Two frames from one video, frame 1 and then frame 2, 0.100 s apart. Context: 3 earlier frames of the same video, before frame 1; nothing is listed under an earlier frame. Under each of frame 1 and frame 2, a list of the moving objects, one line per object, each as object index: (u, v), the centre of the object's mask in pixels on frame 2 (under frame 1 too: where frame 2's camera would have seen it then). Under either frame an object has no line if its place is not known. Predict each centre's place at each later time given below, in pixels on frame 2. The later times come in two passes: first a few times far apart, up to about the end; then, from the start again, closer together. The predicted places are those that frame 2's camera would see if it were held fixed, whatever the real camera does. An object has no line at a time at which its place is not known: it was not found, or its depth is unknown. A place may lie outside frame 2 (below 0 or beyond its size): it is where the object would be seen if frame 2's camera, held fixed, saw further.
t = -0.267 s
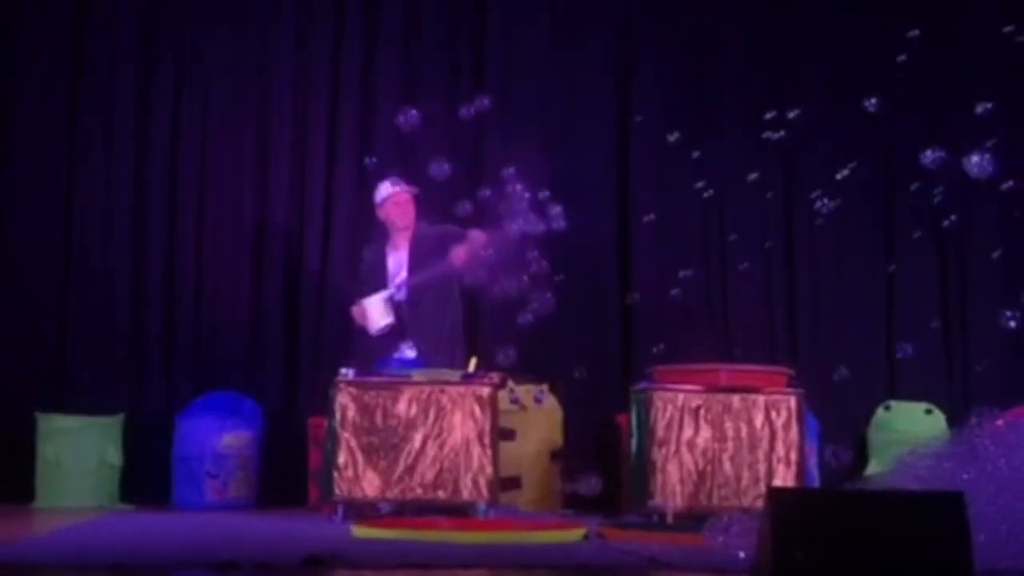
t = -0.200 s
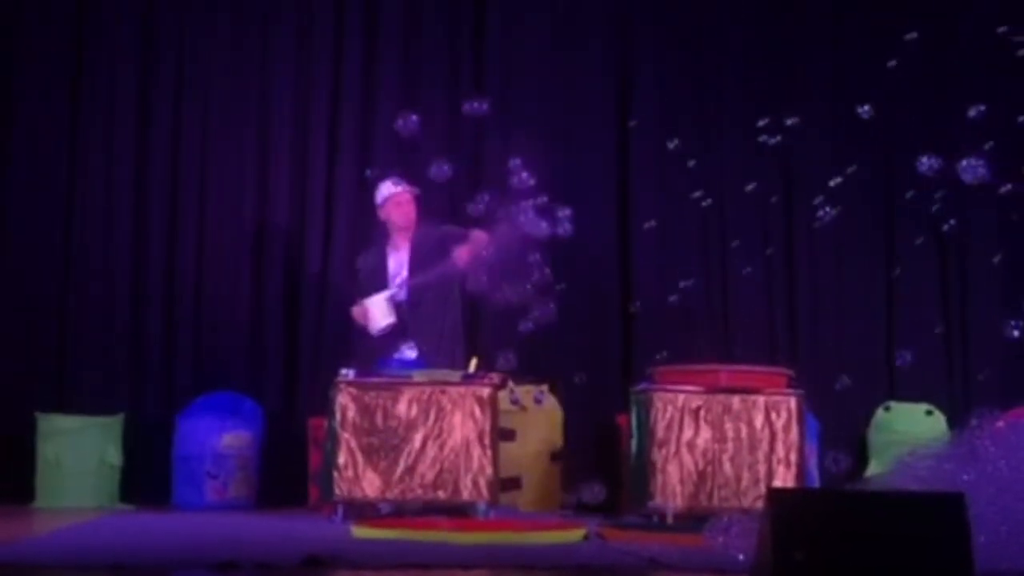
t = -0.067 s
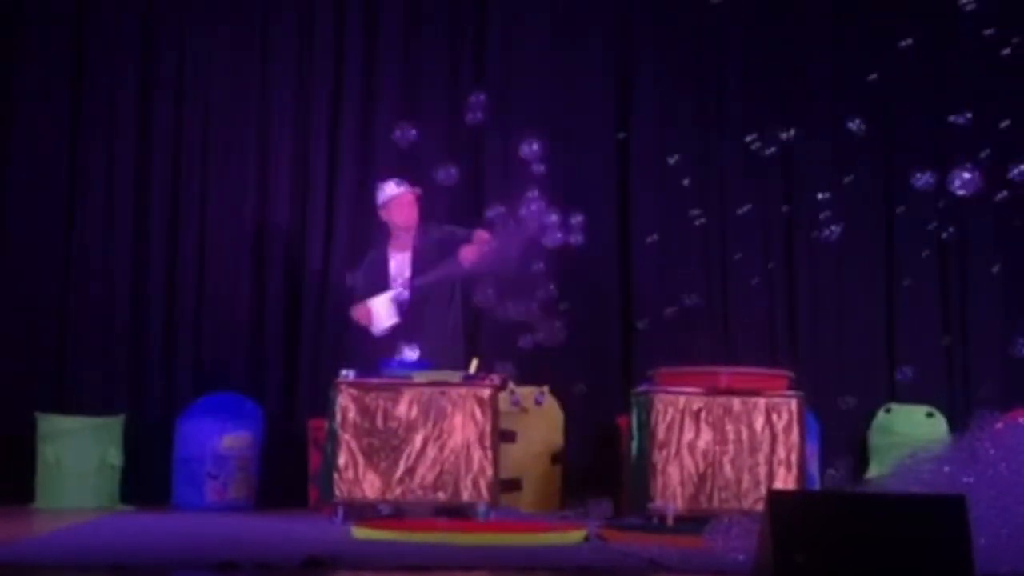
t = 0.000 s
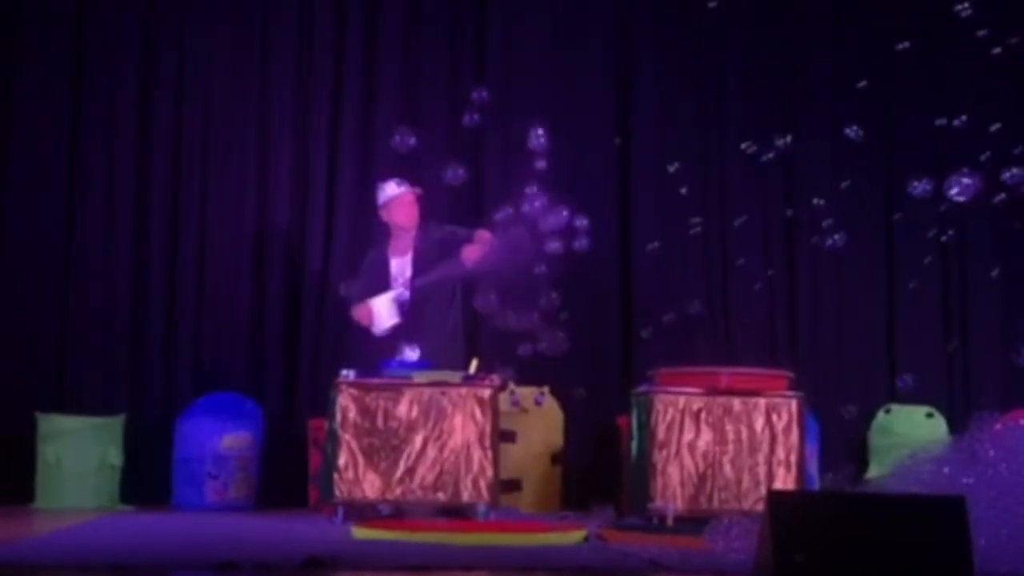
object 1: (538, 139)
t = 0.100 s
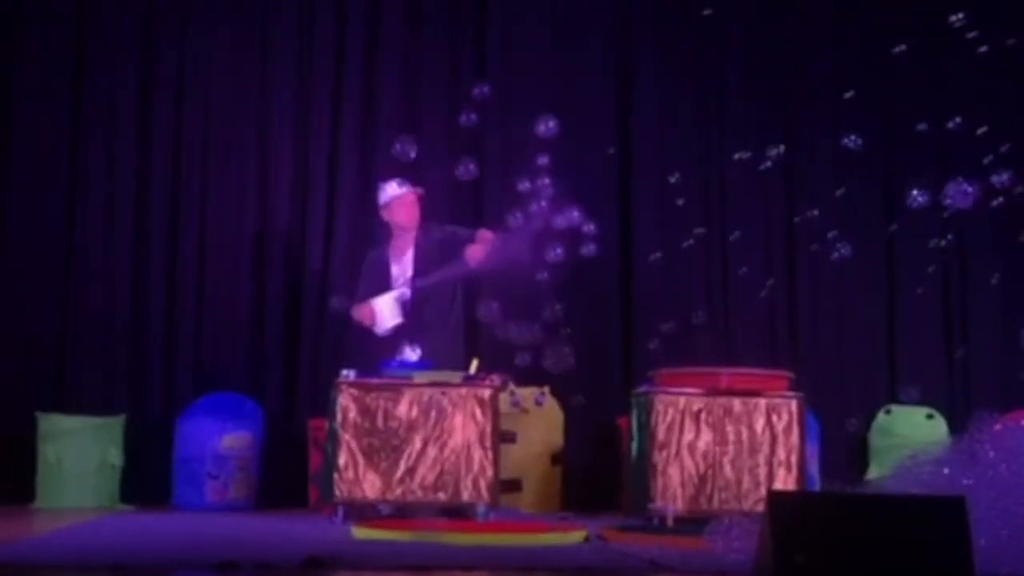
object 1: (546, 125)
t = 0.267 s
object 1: (553, 118)
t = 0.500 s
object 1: (549, 121)
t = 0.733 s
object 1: (536, 128)
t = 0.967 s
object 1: (521, 139)
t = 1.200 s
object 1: (507, 156)
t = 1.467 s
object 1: (493, 182)
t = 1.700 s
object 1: (488, 206)
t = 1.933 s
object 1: (491, 224)
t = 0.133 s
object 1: (549, 123)
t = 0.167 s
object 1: (550, 121)
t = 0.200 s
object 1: (551, 120)
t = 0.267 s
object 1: (553, 118)
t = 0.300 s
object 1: (553, 117)
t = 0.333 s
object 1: (553, 117)
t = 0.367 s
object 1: (552, 117)
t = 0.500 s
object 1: (549, 121)
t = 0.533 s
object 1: (547, 121)
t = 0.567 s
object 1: (546, 123)
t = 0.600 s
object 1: (544, 124)
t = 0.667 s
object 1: (540, 125)
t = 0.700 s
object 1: (538, 126)
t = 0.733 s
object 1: (536, 128)
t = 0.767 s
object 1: (533, 129)
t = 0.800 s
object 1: (532, 130)
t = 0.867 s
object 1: (527, 134)
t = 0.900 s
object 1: (524, 136)
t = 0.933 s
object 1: (523, 137)
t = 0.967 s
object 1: (521, 139)
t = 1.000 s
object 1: (519, 141)
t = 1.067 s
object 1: (515, 145)
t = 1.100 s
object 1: (513, 148)
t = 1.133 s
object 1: (511, 150)
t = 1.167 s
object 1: (508, 154)
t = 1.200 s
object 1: (507, 156)
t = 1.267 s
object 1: (503, 162)
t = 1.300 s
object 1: (501, 165)
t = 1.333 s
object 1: (499, 169)
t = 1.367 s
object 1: (497, 173)
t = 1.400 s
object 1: (495, 176)
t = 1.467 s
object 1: (493, 182)
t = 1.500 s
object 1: (491, 186)
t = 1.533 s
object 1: (490, 190)
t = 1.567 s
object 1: (489, 193)
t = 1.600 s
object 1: (488, 196)
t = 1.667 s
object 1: (488, 203)
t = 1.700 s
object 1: (488, 206)
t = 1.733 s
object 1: (487, 209)
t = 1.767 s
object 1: (487, 211)
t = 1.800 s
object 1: (487, 214)
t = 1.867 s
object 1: (489, 219)
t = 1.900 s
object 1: (490, 221)
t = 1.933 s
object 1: (491, 224)
